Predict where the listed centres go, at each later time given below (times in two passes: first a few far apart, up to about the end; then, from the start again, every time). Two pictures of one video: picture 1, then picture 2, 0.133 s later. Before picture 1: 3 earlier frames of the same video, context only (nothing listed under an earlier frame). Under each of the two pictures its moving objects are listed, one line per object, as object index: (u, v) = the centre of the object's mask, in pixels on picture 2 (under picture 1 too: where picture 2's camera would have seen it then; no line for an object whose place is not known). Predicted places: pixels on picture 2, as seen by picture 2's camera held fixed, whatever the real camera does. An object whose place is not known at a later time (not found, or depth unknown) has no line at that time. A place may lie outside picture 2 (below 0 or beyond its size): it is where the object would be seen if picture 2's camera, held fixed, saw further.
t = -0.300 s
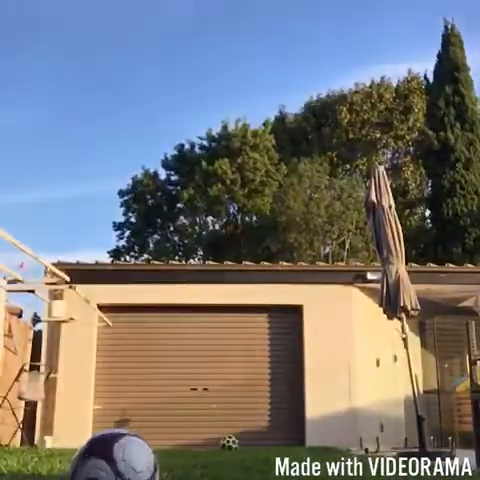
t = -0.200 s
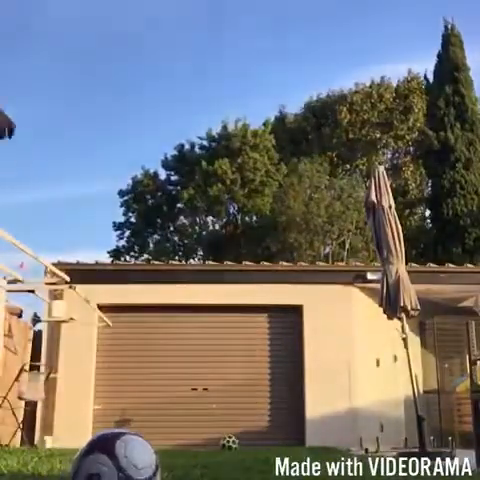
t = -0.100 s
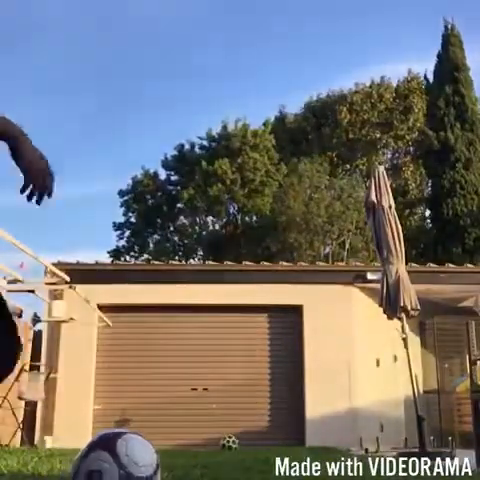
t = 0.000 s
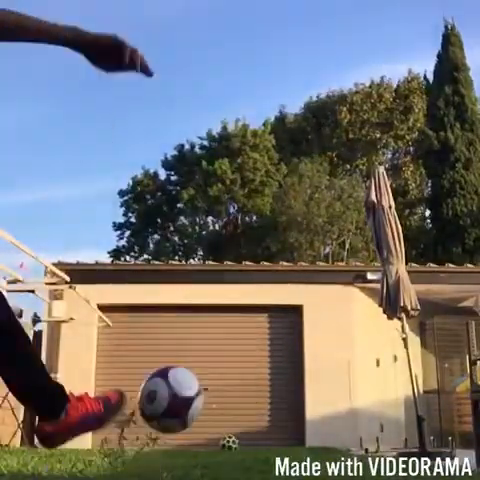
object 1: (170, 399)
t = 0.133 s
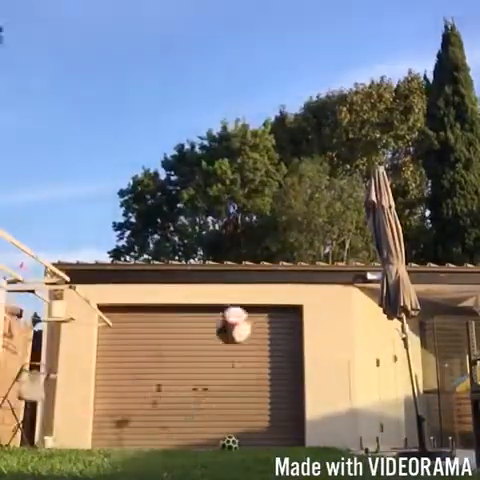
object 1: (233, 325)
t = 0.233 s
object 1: (252, 316)
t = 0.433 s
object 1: (275, 331)
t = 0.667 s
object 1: (290, 378)
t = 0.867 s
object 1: (300, 406)
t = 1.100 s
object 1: (311, 437)
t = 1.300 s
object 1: (312, 425)
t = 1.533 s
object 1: (317, 442)
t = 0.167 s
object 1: (240, 319)
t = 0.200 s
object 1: (247, 317)
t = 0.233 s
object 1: (252, 316)
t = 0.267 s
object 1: (257, 316)
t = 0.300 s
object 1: (261, 317)
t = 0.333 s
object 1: (265, 320)
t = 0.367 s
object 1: (268, 323)
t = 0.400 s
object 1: (271, 326)
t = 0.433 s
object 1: (275, 331)
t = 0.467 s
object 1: (278, 336)
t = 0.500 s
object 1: (280, 342)
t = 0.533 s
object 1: (282, 348)
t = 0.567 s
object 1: (284, 355)
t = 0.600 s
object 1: (286, 362)
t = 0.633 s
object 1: (288, 370)
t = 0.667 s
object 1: (290, 378)
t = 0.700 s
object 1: (292, 386)
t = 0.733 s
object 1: (292, 392)
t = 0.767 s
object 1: (295, 394)
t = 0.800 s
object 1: (297, 397)
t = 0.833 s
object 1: (298, 401)
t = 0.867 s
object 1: (300, 406)
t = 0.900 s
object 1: (300, 411)
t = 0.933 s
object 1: (301, 418)
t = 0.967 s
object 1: (305, 426)
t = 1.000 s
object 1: (308, 437)
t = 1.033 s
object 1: (312, 440)
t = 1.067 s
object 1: (311, 440)
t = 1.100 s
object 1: (311, 437)
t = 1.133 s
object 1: (311, 433)
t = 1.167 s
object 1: (311, 429)
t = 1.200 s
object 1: (311, 427)
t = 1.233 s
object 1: (312, 425)
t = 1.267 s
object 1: (312, 425)
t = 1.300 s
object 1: (312, 425)
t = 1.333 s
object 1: (313, 426)
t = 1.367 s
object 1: (314, 429)
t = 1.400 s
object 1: (314, 432)
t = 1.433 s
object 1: (315, 436)
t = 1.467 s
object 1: (316, 440)
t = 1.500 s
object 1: (317, 444)
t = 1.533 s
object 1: (317, 442)
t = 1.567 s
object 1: (317, 440)
